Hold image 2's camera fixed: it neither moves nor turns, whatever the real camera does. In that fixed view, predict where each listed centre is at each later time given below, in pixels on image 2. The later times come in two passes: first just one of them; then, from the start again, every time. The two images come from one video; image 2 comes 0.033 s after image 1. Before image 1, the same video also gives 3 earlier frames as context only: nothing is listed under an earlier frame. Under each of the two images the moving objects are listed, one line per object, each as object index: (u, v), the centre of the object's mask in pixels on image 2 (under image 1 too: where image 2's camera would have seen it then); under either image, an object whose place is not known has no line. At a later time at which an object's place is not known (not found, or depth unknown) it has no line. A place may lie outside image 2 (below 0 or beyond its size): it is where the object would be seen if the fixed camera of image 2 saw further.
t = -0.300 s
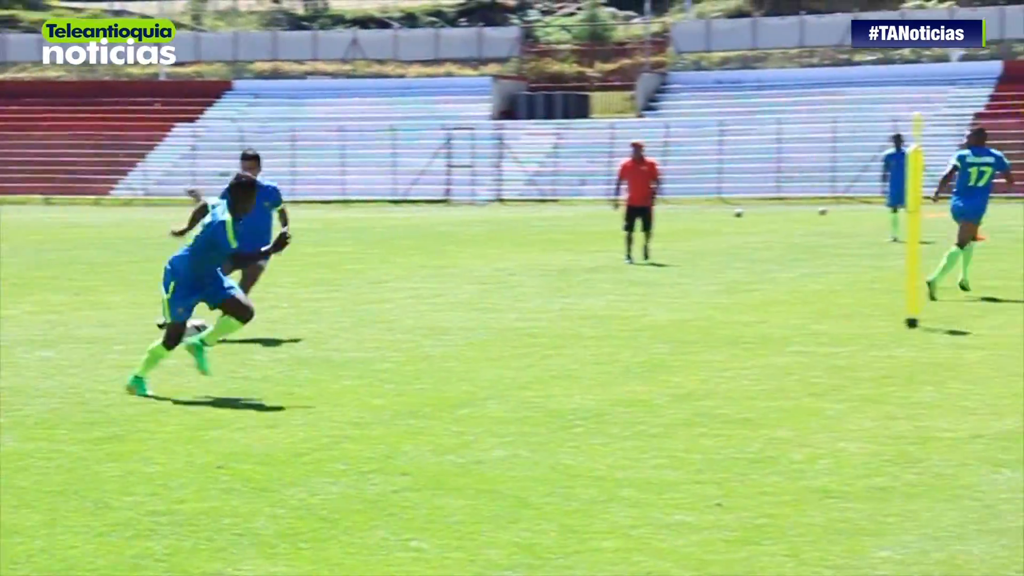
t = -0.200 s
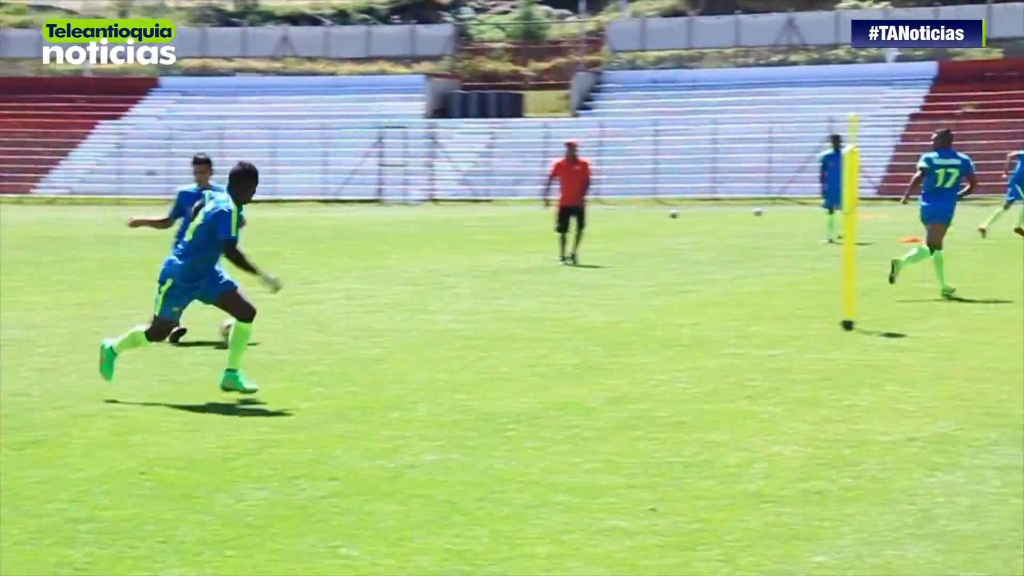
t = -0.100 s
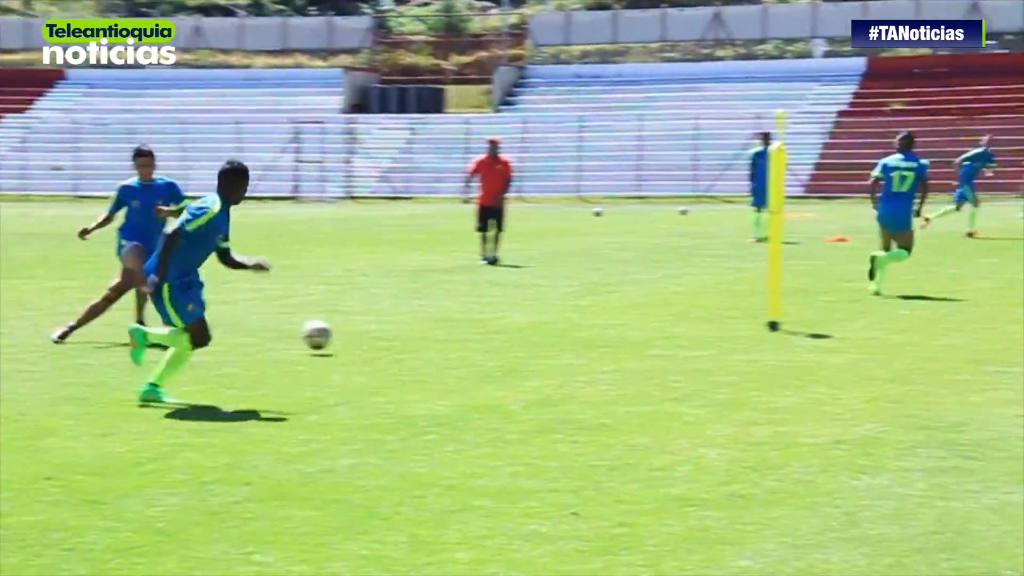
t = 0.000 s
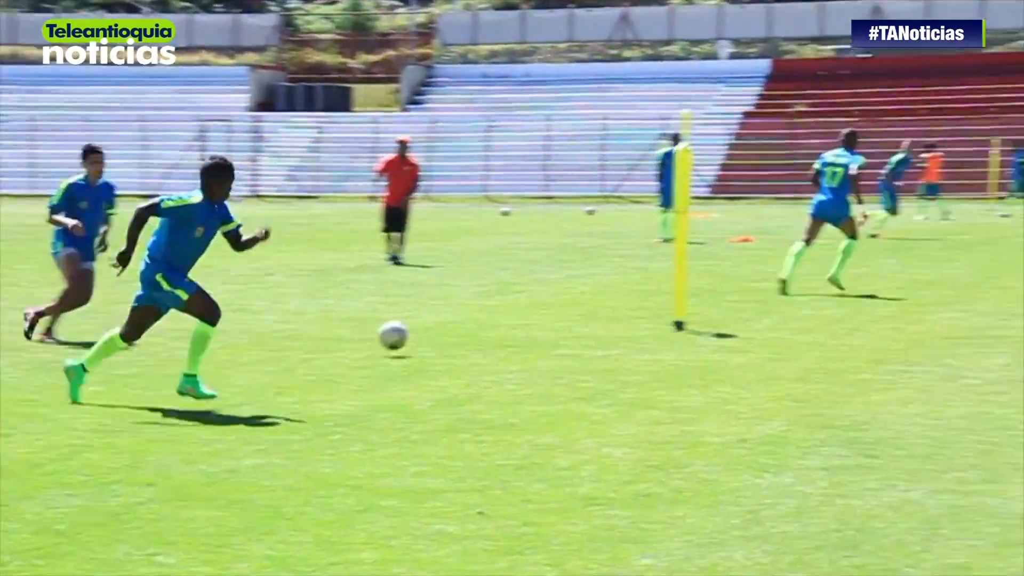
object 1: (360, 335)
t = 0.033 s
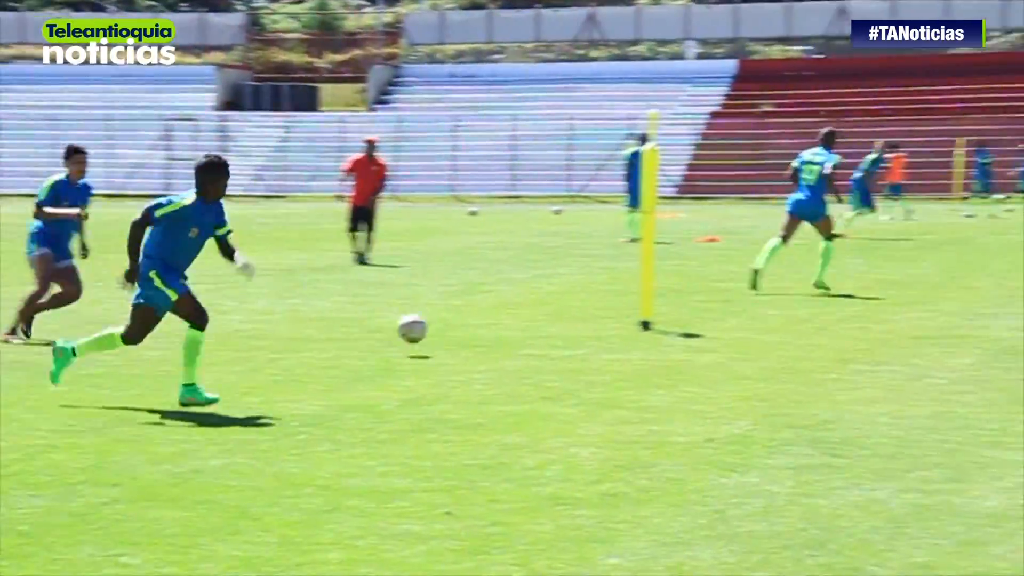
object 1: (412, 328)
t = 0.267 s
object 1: (793, 332)
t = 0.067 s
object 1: (465, 324)
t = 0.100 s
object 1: (518, 320)
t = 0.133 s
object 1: (572, 319)
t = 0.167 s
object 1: (625, 320)
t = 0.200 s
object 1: (680, 322)
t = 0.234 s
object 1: (736, 325)
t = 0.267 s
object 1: (793, 332)
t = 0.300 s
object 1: (850, 340)
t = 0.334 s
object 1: (908, 350)
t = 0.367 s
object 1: (963, 357)
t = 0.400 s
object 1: (1011, 349)
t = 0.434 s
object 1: (1058, 342)
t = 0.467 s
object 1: (1108, 337)
